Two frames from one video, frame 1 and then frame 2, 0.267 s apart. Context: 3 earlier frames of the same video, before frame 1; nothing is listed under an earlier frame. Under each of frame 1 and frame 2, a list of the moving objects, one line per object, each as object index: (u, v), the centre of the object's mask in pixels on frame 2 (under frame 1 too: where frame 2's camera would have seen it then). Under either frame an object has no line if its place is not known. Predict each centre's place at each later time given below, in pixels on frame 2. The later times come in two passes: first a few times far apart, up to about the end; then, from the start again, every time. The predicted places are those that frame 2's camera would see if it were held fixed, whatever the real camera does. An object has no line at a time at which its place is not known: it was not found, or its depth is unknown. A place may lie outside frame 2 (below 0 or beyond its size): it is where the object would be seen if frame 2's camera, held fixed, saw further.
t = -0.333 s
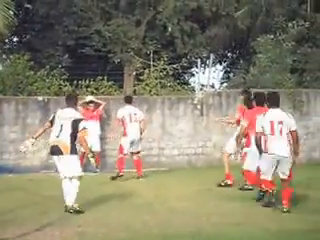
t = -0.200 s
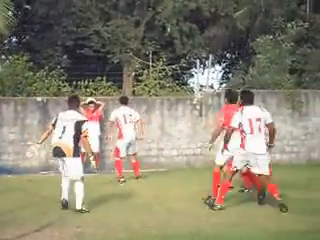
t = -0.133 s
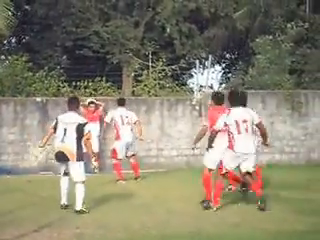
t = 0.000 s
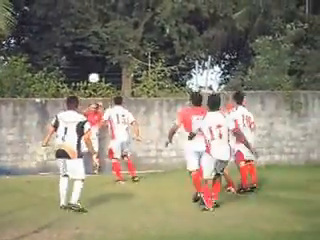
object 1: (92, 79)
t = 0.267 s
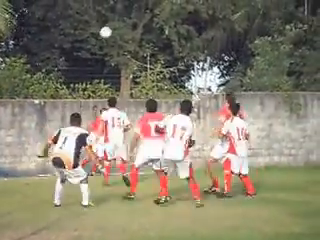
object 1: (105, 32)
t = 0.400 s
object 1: (112, 19)
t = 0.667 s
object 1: (128, 16)
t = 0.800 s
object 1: (136, 30)
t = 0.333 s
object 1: (109, 24)
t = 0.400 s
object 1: (112, 19)
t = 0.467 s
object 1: (116, 15)
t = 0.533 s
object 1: (120, 13)
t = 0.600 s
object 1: (123, 14)
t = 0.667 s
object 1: (128, 16)
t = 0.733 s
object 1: (131, 22)
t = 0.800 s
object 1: (136, 30)
